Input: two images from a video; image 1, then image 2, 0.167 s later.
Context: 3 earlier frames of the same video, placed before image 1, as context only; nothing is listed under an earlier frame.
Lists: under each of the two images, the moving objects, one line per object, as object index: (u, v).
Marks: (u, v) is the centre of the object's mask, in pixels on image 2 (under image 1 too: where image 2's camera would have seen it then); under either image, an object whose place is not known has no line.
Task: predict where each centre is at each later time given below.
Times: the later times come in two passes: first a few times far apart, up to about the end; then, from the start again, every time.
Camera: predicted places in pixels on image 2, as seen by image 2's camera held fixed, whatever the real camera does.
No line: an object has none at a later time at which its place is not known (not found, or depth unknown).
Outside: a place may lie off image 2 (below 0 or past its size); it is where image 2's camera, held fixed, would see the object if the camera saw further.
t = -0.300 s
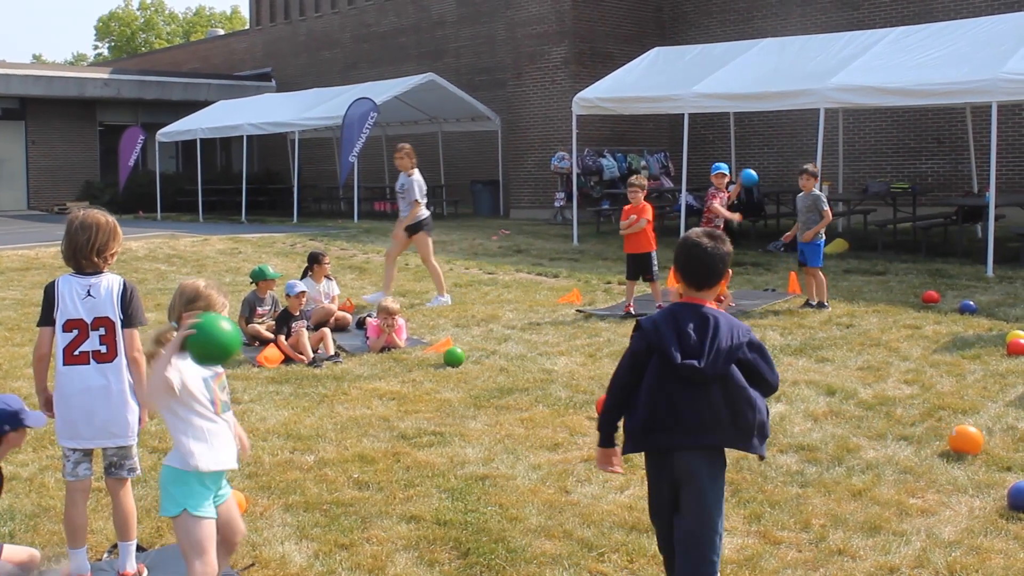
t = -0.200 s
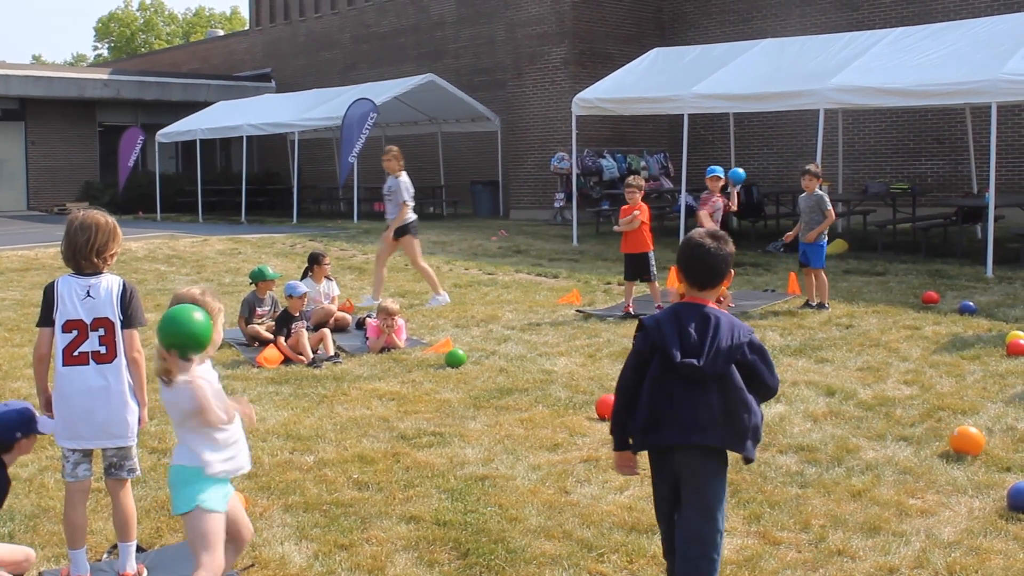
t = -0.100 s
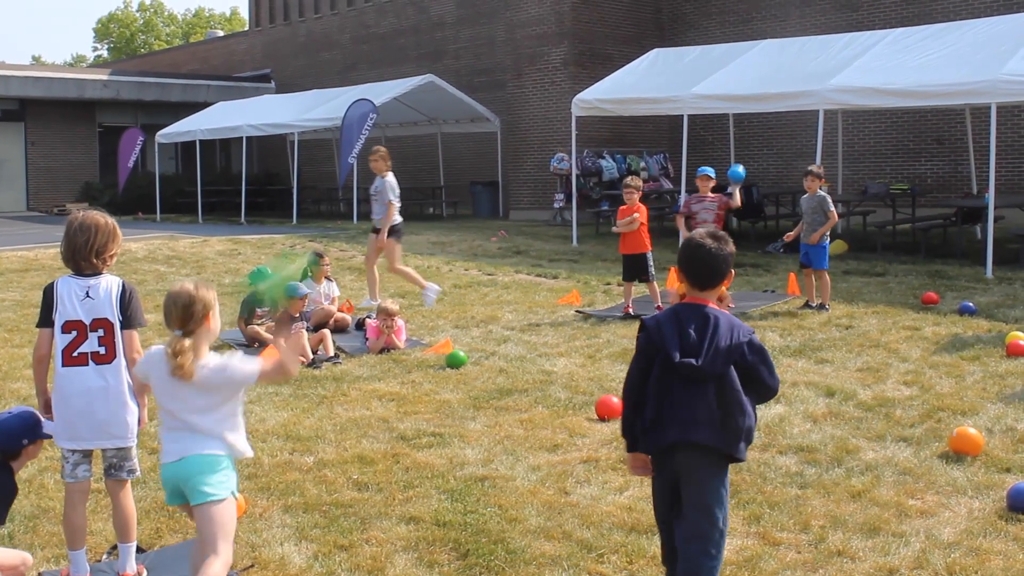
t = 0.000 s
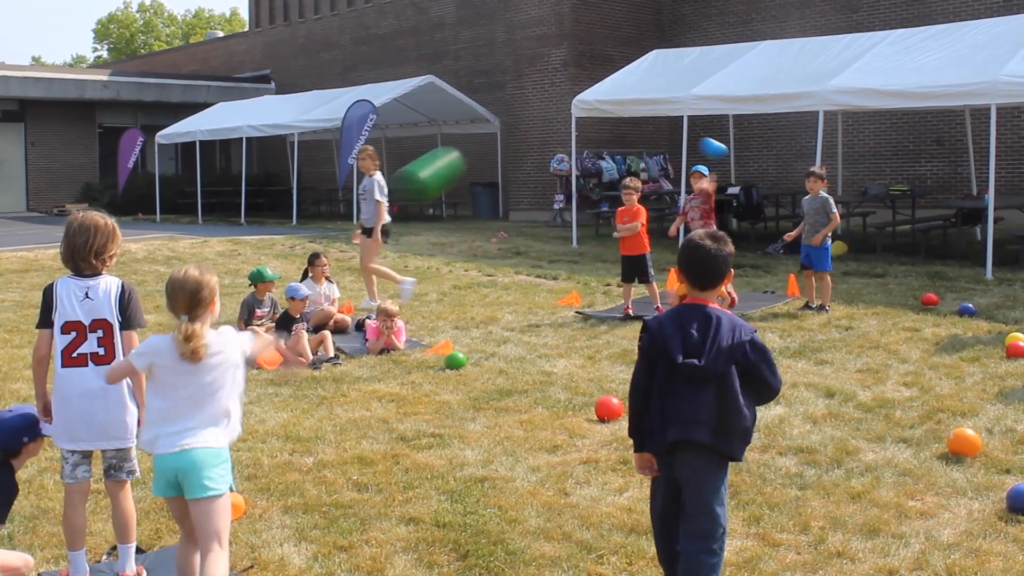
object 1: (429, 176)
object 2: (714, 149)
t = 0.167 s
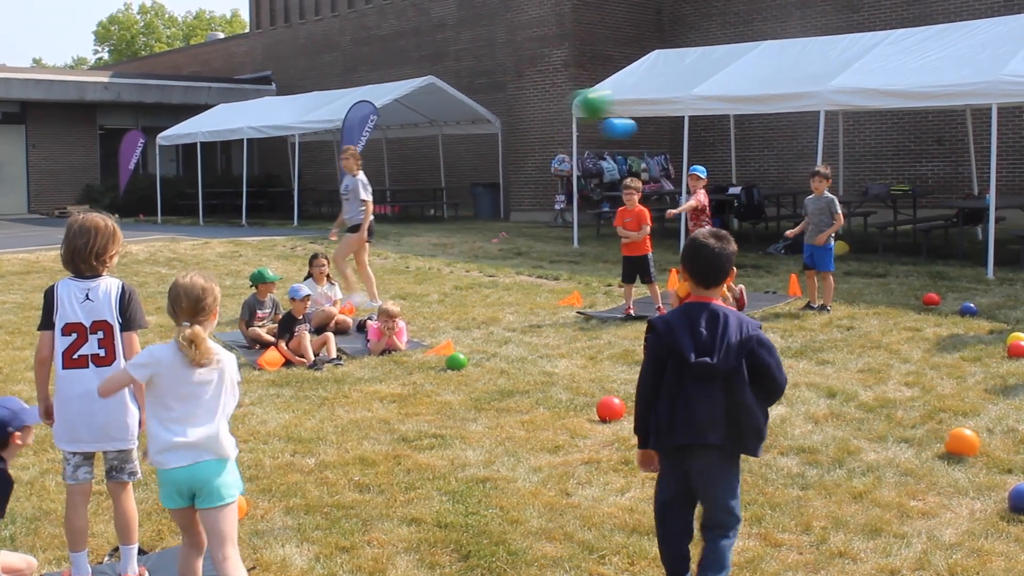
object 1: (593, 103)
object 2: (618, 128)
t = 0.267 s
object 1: (661, 100)
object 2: (544, 136)
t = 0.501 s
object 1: (770, 158)
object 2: (307, 246)
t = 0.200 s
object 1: (619, 100)
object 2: (596, 129)
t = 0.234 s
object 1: (641, 99)
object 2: (571, 131)
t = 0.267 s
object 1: (661, 100)
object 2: (544, 136)
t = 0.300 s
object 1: (681, 105)
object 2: (515, 144)
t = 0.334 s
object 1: (698, 110)
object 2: (484, 154)
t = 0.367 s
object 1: (715, 118)
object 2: (453, 166)
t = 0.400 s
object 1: (731, 126)
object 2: (420, 182)
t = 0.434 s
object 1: (745, 135)
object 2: (385, 201)
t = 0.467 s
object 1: (757, 146)
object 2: (353, 219)
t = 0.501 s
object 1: (770, 158)
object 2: (307, 246)
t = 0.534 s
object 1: (781, 172)
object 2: (261, 277)
